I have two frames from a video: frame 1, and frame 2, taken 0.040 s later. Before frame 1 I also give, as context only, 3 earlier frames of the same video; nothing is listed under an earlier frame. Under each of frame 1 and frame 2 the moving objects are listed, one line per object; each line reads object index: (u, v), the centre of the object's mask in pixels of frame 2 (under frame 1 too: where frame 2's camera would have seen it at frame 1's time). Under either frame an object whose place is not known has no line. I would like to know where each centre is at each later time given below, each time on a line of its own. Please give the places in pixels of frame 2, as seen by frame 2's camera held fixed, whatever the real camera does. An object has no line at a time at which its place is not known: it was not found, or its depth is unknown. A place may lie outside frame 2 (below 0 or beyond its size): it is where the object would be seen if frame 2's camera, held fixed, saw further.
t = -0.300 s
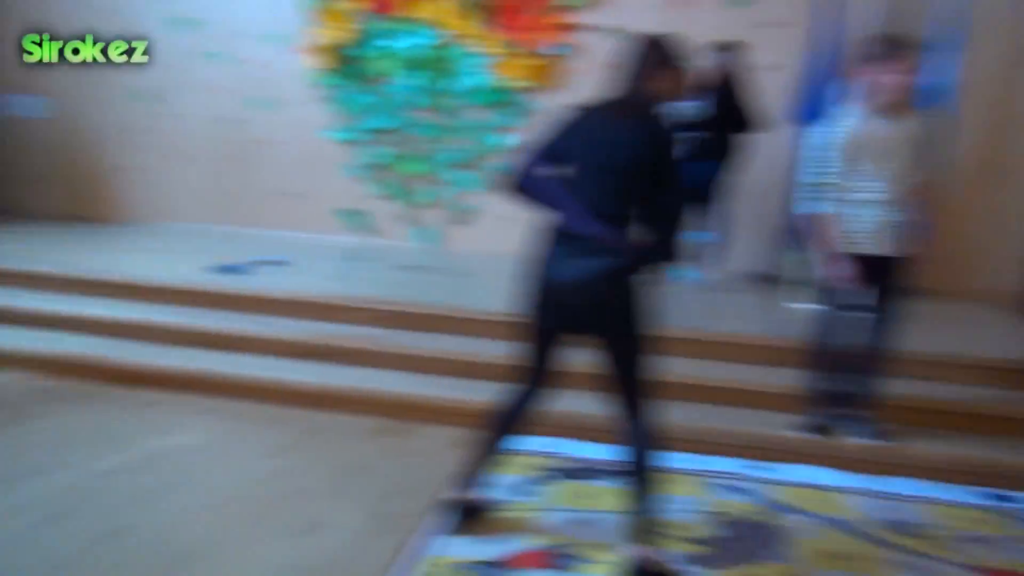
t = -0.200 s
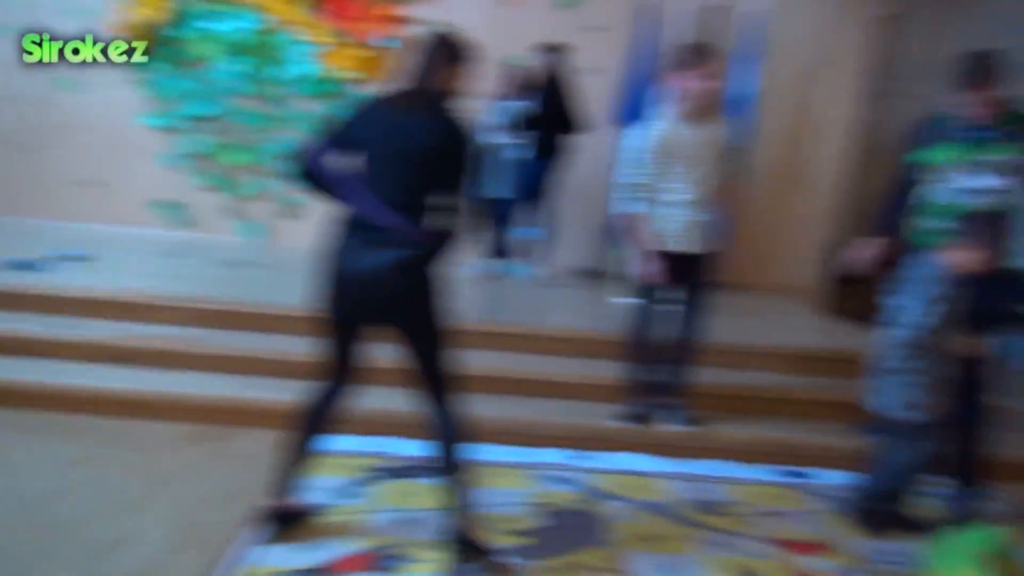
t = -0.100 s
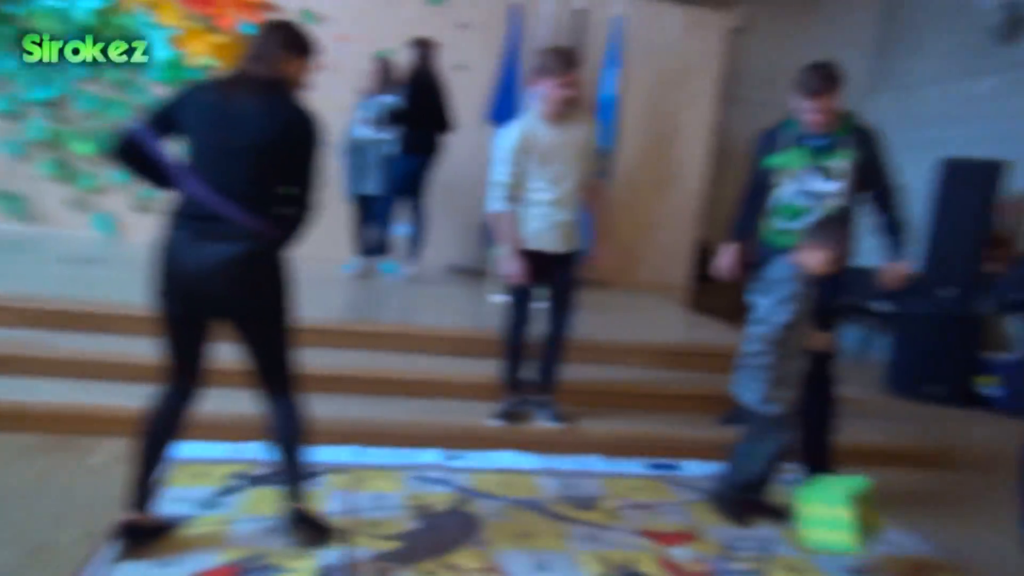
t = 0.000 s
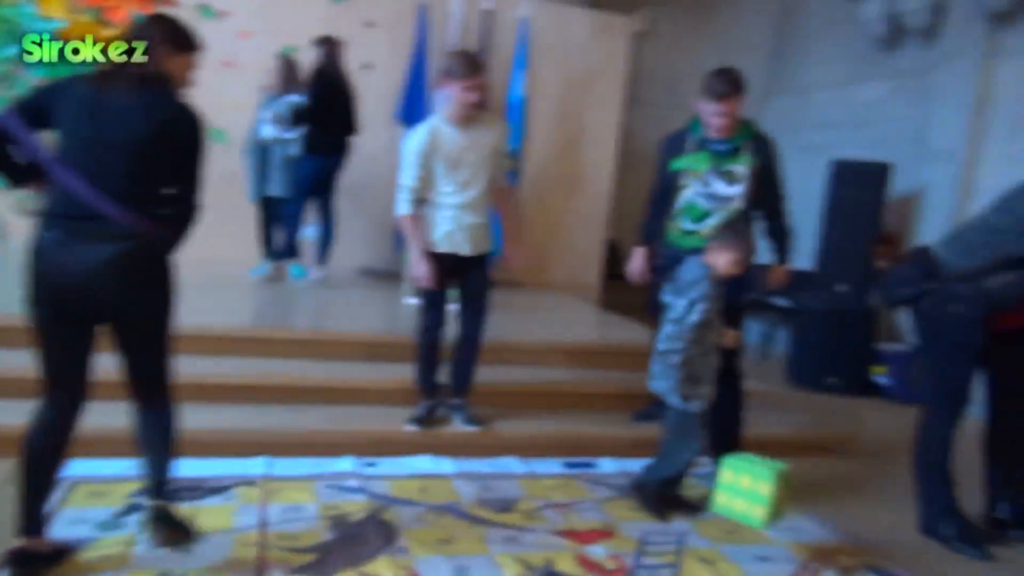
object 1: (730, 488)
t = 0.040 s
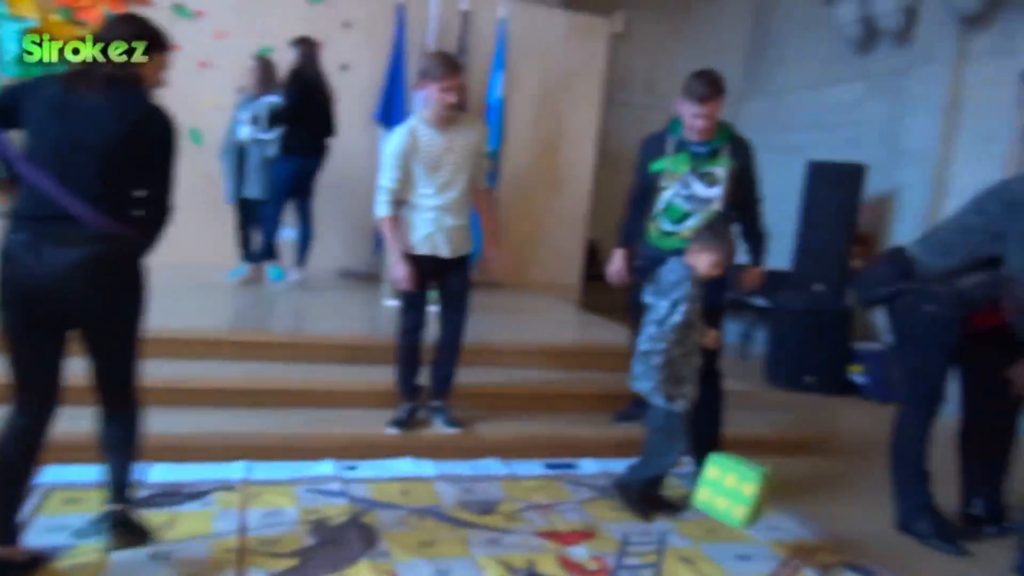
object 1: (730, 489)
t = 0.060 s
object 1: (731, 491)
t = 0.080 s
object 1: (731, 494)
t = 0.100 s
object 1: (732, 498)
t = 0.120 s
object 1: (733, 503)
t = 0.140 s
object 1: (734, 508)
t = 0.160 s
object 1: (735, 515)
